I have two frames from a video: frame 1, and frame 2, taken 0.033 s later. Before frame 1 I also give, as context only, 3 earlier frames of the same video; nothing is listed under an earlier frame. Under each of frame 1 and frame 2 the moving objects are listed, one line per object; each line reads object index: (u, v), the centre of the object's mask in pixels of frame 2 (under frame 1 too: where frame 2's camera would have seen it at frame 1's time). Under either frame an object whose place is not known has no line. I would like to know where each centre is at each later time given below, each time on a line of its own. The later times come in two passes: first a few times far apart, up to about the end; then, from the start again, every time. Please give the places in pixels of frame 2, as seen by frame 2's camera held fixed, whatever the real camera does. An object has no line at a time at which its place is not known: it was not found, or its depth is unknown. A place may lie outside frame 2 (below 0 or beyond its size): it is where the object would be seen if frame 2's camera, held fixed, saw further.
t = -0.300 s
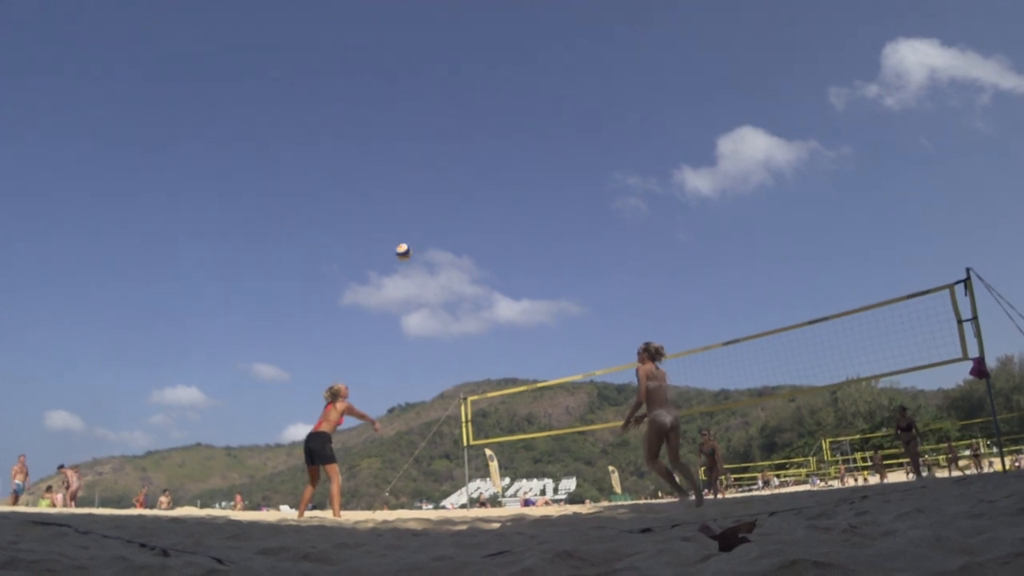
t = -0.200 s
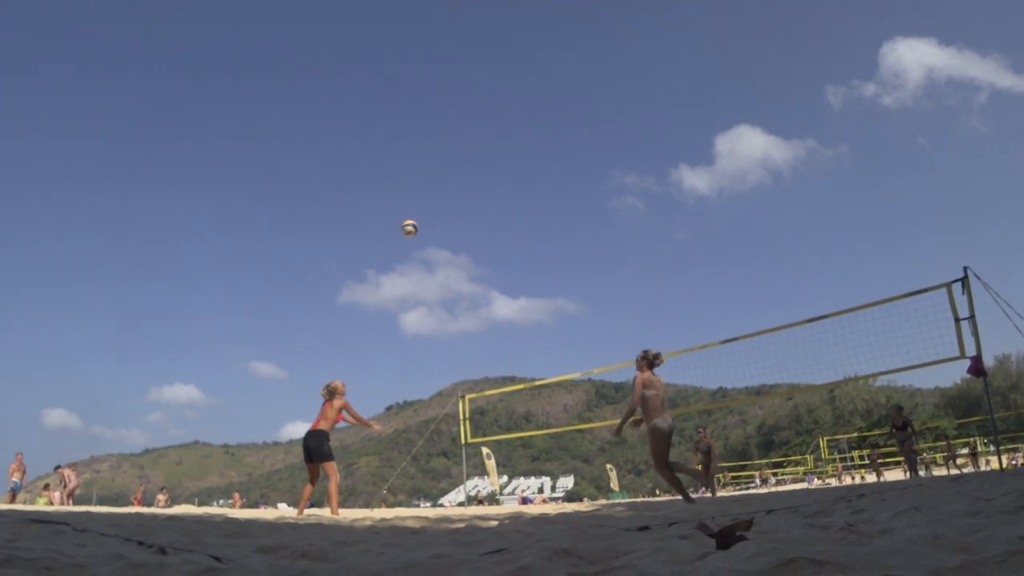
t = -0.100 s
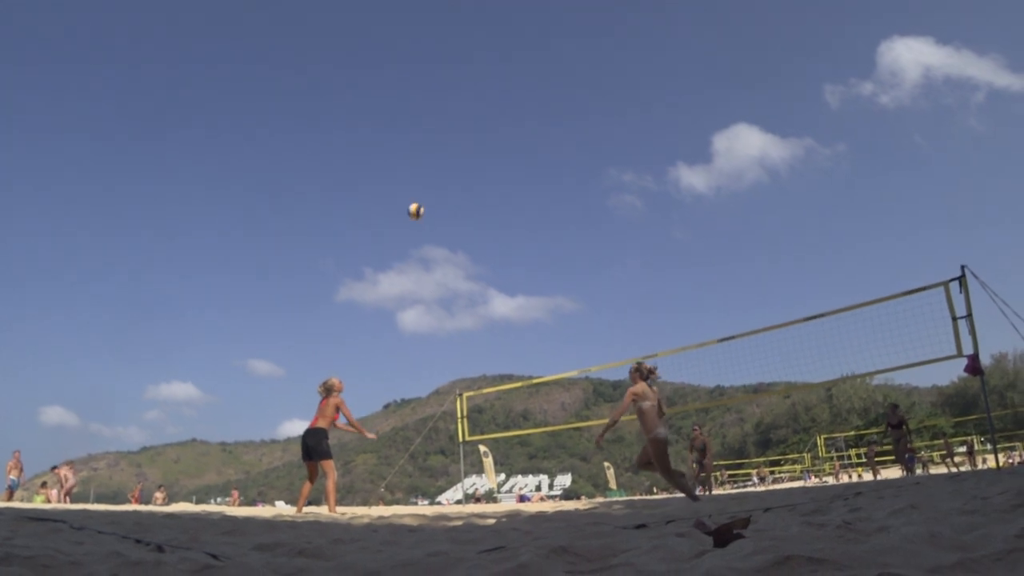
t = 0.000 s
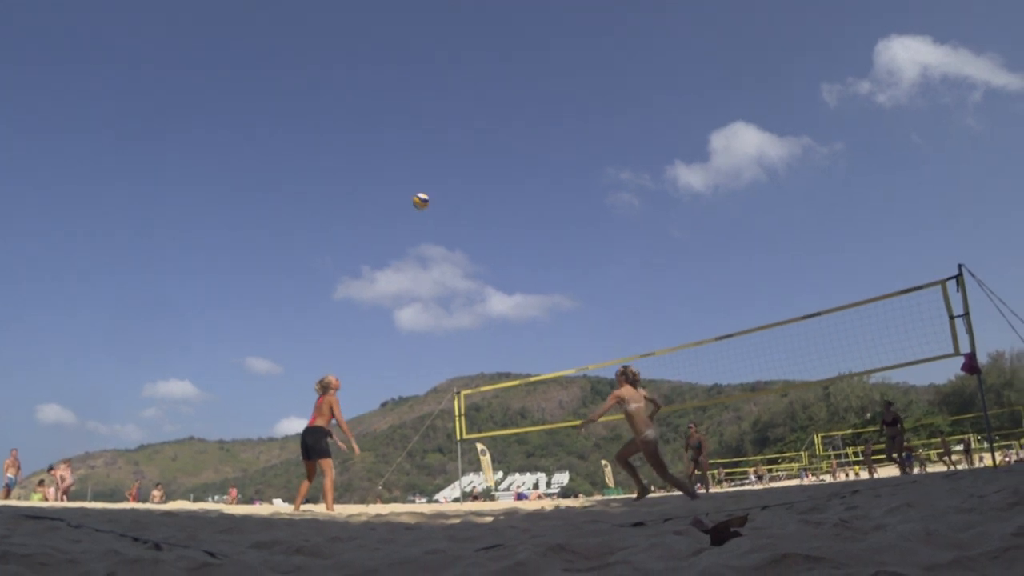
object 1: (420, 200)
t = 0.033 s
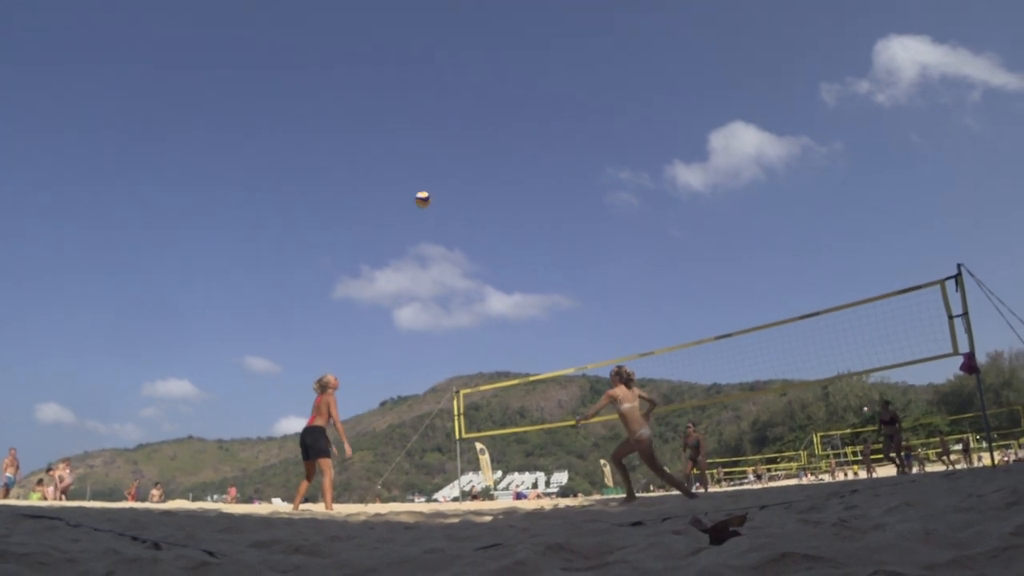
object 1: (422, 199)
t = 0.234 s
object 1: (438, 207)
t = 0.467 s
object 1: (455, 250)
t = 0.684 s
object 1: (475, 328)
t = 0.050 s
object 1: (423, 199)
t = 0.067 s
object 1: (424, 199)
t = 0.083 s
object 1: (425, 199)
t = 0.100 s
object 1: (427, 199)
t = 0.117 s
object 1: (428, 199)
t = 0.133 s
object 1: (430, 200)
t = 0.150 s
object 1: (431, 200)
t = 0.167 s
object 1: (432, 201)
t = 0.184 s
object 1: (433, 203)
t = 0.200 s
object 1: (435, 204)
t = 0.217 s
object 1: (437, 206)
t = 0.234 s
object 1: (438, 207)
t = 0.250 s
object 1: (438, 208)
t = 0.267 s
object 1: (439, 210)
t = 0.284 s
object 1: (440, 213)
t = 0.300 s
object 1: (443, 215)
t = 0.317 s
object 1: (444, 218)
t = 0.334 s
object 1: (445, 221)
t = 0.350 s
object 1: (447, 224)
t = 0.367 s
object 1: (448, 227)
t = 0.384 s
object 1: (449, 230)
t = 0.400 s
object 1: (450, 234)
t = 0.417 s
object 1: (451, 238)
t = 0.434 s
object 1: (452, 242)
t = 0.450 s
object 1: (454, 246)
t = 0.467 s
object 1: (455, 250)
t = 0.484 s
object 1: (457, 255)
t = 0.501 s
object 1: (458, 260)
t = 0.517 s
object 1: (460, 265)
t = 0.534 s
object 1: (461, 270)
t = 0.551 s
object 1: (463, 276)
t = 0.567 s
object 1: (464, 281)
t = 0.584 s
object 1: (465, 287)
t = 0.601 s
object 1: (466, 293)
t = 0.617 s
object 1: (468, 300)
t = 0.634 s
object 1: (469, 306)
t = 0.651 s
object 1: (471, 314)
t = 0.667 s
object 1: (472, 321)
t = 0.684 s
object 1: (475, 328)
